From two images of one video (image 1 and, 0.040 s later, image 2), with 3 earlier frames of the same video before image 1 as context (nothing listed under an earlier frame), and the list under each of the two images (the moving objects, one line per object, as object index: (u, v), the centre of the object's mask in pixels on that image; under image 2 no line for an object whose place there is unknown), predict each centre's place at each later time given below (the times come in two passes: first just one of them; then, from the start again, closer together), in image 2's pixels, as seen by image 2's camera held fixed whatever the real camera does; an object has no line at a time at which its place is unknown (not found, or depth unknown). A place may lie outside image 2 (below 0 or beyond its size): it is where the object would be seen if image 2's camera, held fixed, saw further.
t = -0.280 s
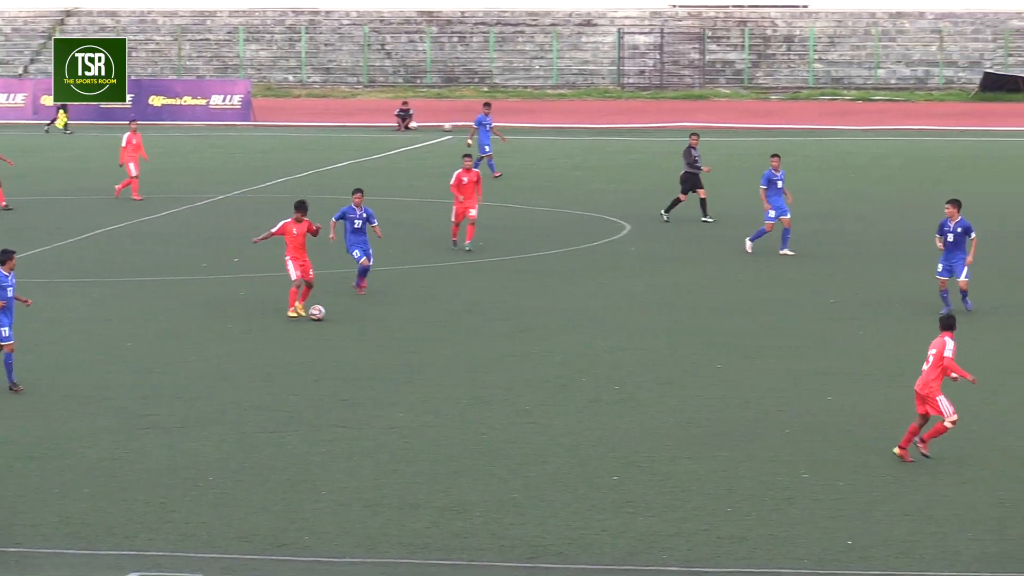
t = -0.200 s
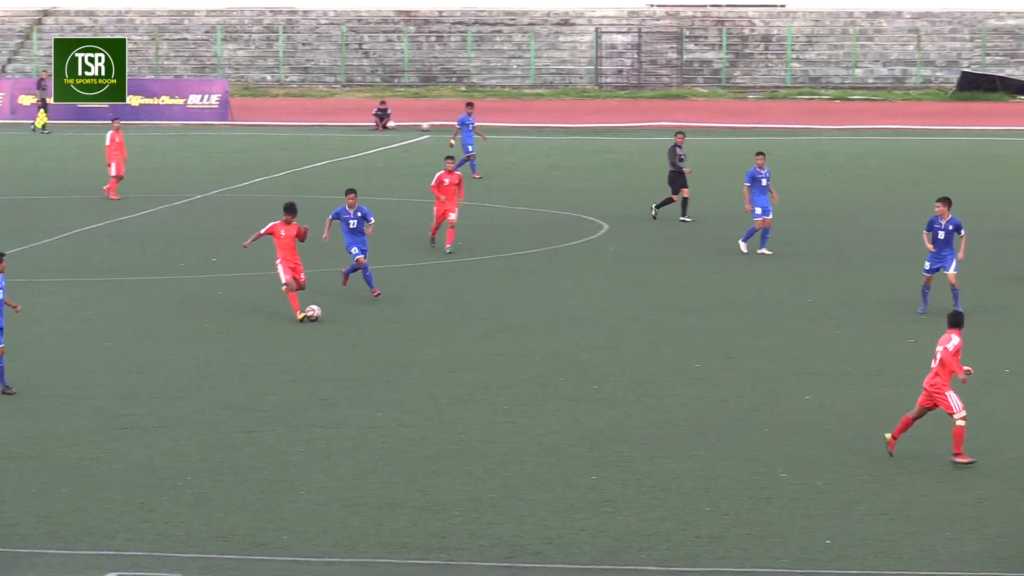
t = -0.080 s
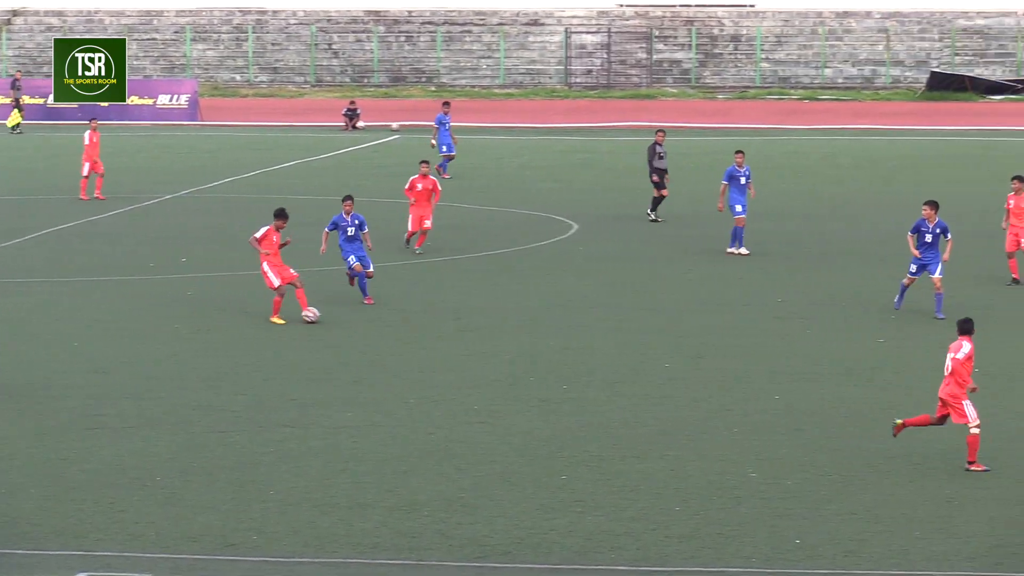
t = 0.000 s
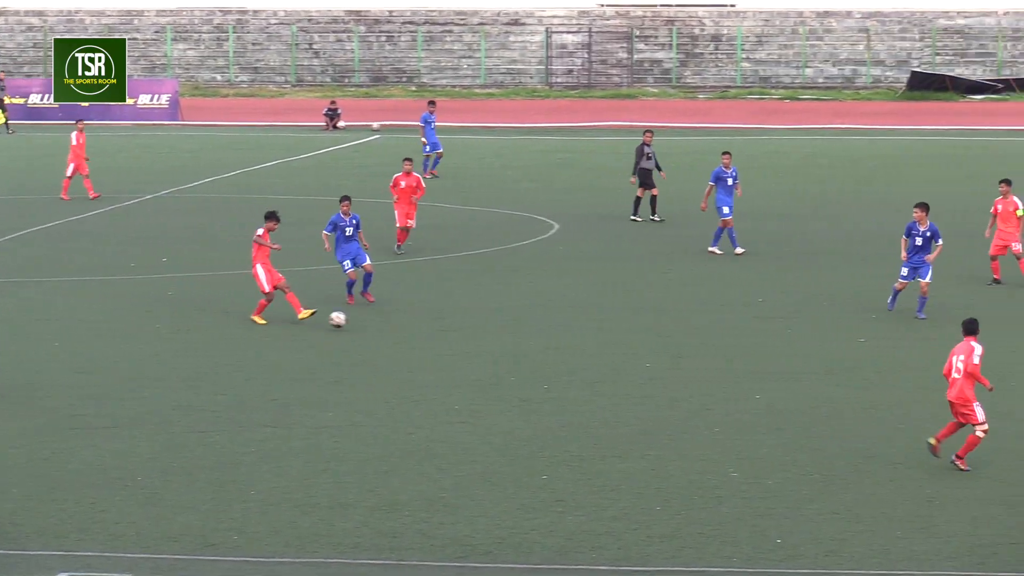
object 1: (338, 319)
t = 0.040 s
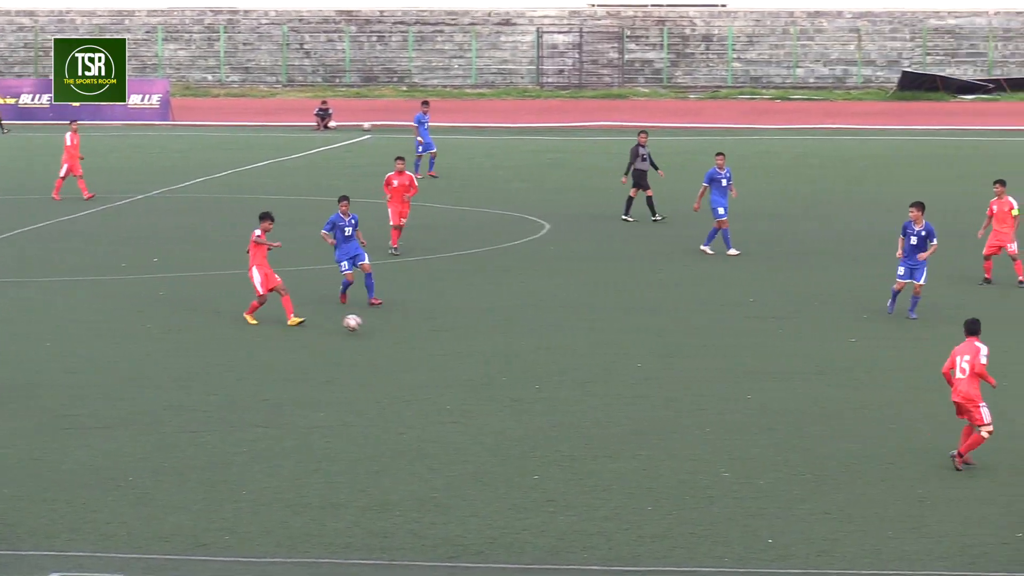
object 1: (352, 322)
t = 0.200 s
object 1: (440, 337)
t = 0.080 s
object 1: (375, 327)
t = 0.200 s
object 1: (440, 337)
